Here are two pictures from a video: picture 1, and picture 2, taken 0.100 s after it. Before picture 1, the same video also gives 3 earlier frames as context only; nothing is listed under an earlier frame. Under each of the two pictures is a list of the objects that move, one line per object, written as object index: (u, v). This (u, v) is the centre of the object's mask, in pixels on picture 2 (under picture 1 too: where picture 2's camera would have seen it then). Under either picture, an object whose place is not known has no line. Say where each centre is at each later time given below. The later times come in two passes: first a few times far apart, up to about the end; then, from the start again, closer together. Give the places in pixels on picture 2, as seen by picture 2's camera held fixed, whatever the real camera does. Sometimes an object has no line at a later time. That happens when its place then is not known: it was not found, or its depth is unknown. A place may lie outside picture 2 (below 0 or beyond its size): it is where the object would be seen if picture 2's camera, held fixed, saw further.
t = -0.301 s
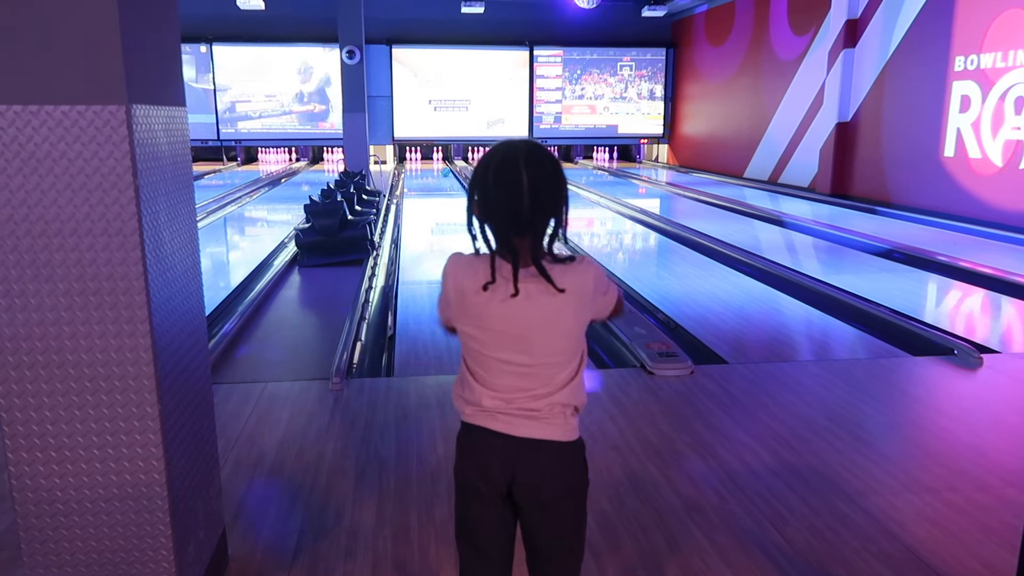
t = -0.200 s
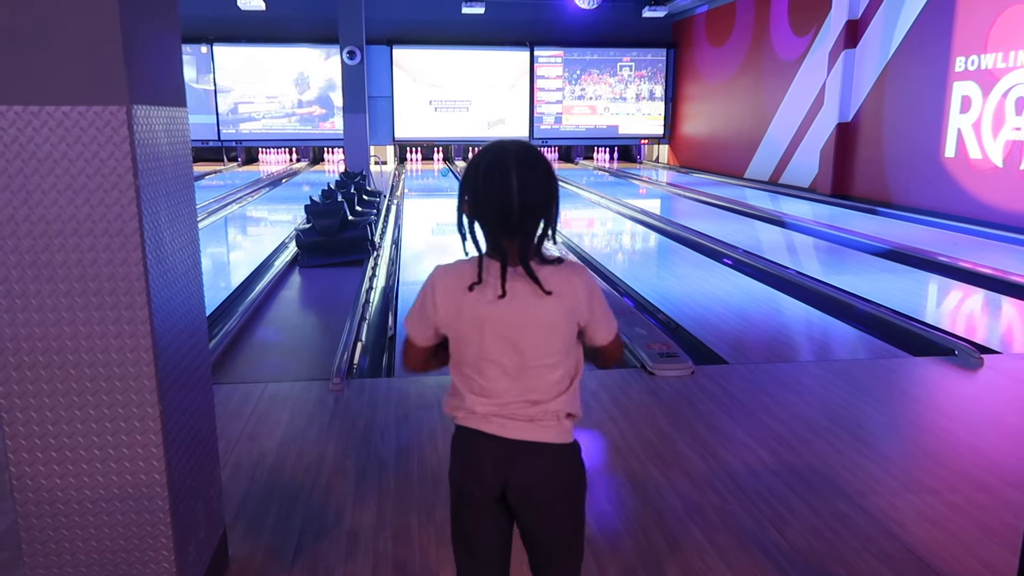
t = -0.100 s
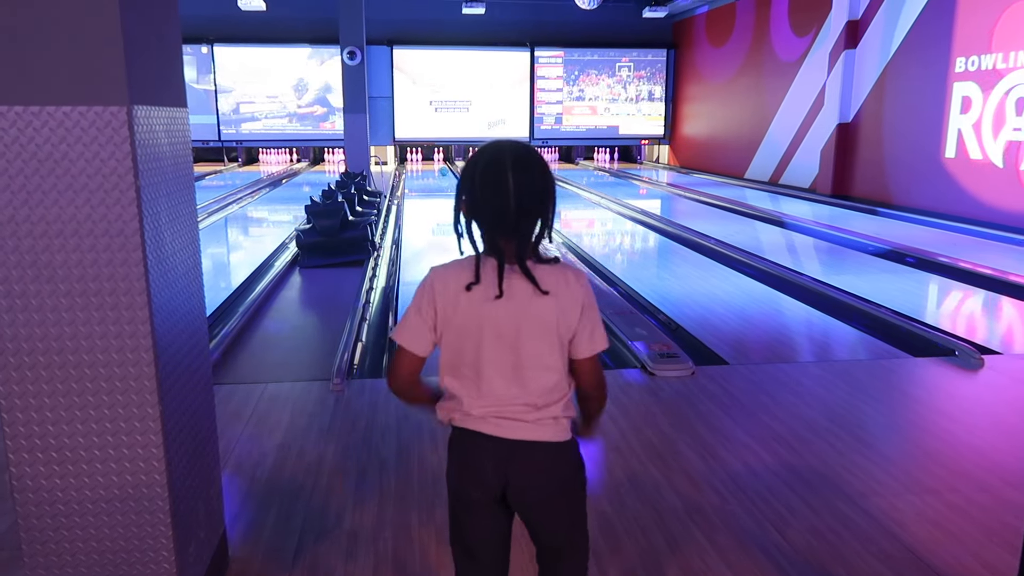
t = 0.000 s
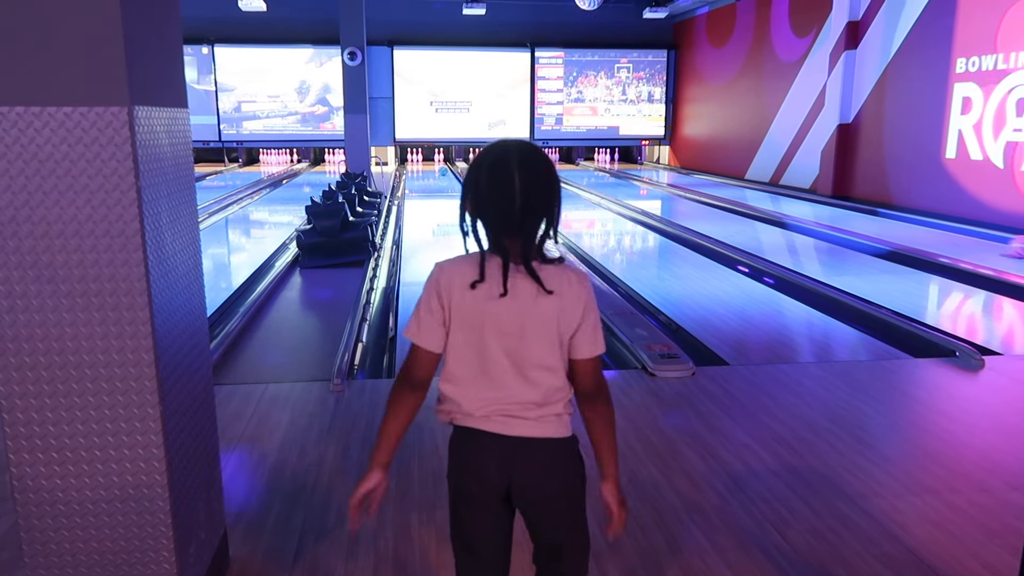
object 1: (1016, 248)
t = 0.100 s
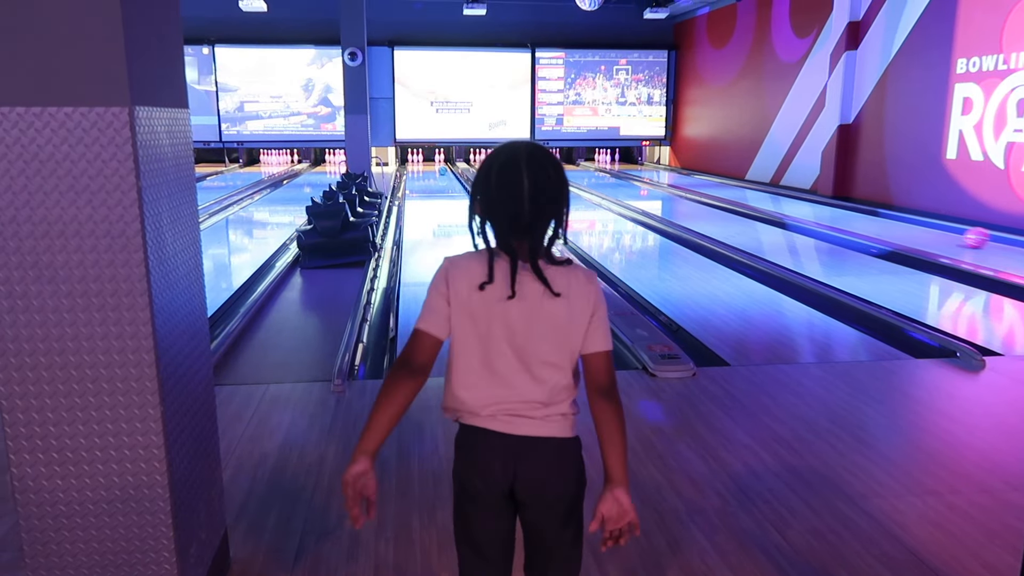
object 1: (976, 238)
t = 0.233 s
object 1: (924, 227)
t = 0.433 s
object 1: (862, 214)
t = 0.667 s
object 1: (807, 202)
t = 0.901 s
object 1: (763, 193)
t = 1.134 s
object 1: (728, 186)
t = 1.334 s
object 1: (702, 181)
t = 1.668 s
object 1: (669, 174)
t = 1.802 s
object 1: (657, 172)
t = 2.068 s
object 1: (638, 167)
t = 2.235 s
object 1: (627, 166)
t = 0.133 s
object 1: (962, 235)
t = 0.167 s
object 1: (949, 232)
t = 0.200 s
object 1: (936, 229)
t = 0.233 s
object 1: (924, 227)
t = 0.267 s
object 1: (913, 225)
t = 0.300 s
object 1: (902, 222)
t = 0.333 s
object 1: (891, 220)
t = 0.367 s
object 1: (881, 218)
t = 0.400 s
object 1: (872, 216)
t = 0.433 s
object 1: (862, 214)
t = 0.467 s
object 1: (854, 212)
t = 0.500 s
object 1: (845, 210)
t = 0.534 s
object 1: (837, 209)
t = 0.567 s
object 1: (829, 207)
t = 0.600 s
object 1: (822, 205)
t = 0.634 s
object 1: (814, 204)
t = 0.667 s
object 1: (807, 202)
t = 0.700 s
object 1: (800, 201)
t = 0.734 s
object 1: (793, 200)
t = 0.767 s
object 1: (787, 198)
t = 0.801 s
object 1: (780, 197)
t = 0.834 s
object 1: (774, 196)
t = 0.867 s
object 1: (769, 195)
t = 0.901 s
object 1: (763, 193)
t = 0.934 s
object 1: (757, 192)
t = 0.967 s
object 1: (752, 191)
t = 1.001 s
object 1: (747, 190)
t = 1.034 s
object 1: (742, 189)
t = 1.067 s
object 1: (737, 188)
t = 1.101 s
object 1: (733, 187)
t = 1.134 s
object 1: (728, 186)
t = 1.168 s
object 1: (724, 185)
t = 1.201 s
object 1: (719, 184)
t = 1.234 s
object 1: (715, 184)
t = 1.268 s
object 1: (711, 183)
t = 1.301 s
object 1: (707, 182)
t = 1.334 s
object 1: (702, 181)
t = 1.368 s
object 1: (699, 181)
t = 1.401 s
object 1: (695, 180)
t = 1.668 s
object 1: (669, 174)
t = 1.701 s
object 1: (666, 174)
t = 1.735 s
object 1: (663, 173)
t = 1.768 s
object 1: (660, 173)
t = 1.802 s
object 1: (657, 172)
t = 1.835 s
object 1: (655, 172)
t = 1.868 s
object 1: (652, 171)
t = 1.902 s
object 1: (650, 170)
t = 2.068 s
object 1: (638, 167)
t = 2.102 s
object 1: (636, 167)
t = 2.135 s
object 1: (634, 167)
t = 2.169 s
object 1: (632, 166)
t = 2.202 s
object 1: (630, 166)
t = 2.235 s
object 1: (627, 166)
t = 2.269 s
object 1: (626, 165)
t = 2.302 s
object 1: (624, 165)
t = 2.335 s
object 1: (622, 164)
